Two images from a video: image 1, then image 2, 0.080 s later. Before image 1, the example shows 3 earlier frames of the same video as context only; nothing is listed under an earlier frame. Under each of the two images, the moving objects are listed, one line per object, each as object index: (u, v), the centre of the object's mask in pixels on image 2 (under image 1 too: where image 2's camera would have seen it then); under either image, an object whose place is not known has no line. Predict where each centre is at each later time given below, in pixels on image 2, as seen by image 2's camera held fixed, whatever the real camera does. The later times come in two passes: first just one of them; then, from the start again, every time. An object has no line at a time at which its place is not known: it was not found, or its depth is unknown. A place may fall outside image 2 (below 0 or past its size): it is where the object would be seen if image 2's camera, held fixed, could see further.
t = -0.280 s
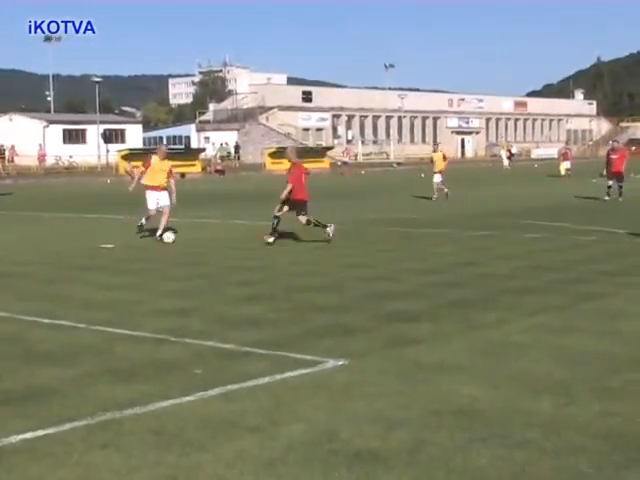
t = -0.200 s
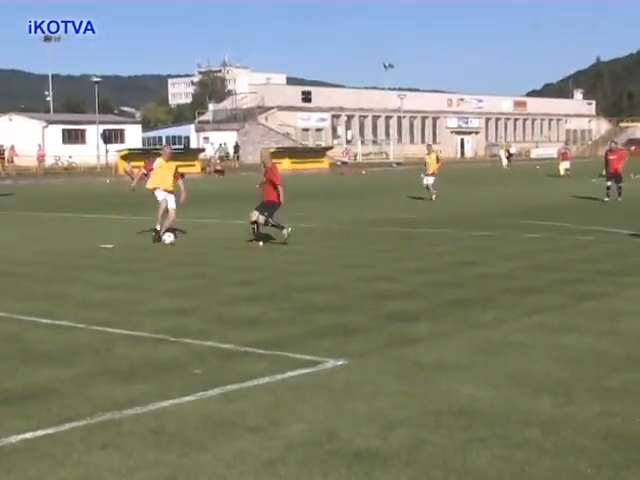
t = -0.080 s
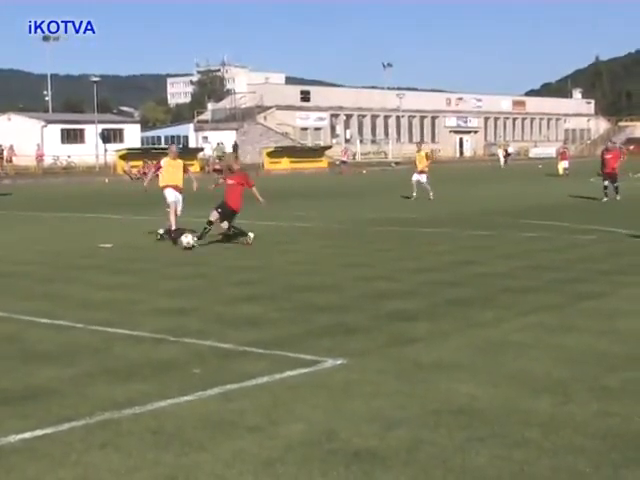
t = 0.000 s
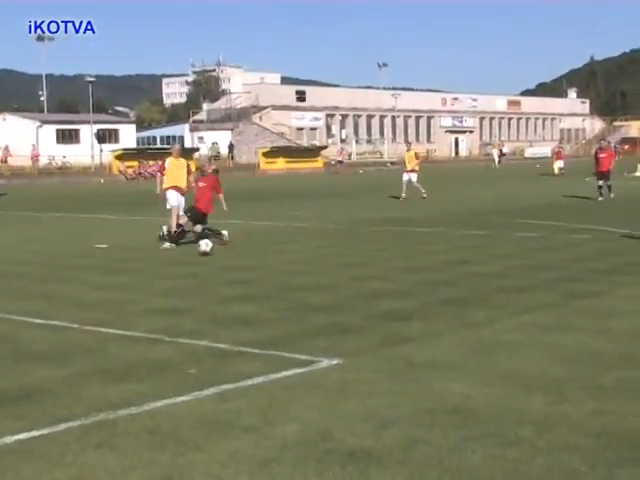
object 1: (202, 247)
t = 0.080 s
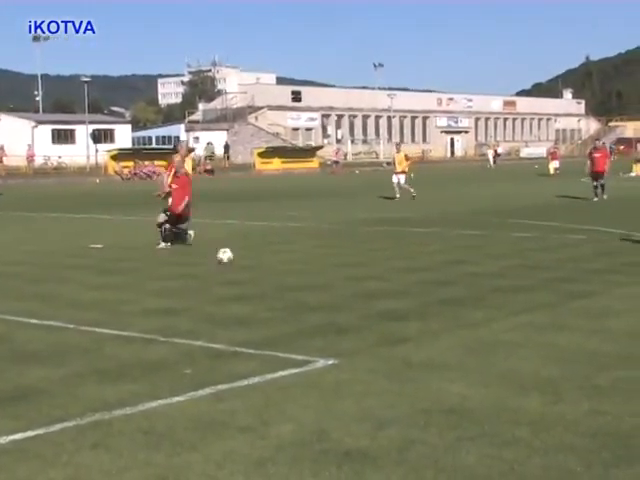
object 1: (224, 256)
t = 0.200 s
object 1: (261, 264)
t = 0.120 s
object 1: (237, 259)
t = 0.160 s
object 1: (250, 261)
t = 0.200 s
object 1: (261, 264)
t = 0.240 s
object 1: (274, 267)
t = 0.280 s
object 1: (285, 272)
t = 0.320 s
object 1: (297, 275)
